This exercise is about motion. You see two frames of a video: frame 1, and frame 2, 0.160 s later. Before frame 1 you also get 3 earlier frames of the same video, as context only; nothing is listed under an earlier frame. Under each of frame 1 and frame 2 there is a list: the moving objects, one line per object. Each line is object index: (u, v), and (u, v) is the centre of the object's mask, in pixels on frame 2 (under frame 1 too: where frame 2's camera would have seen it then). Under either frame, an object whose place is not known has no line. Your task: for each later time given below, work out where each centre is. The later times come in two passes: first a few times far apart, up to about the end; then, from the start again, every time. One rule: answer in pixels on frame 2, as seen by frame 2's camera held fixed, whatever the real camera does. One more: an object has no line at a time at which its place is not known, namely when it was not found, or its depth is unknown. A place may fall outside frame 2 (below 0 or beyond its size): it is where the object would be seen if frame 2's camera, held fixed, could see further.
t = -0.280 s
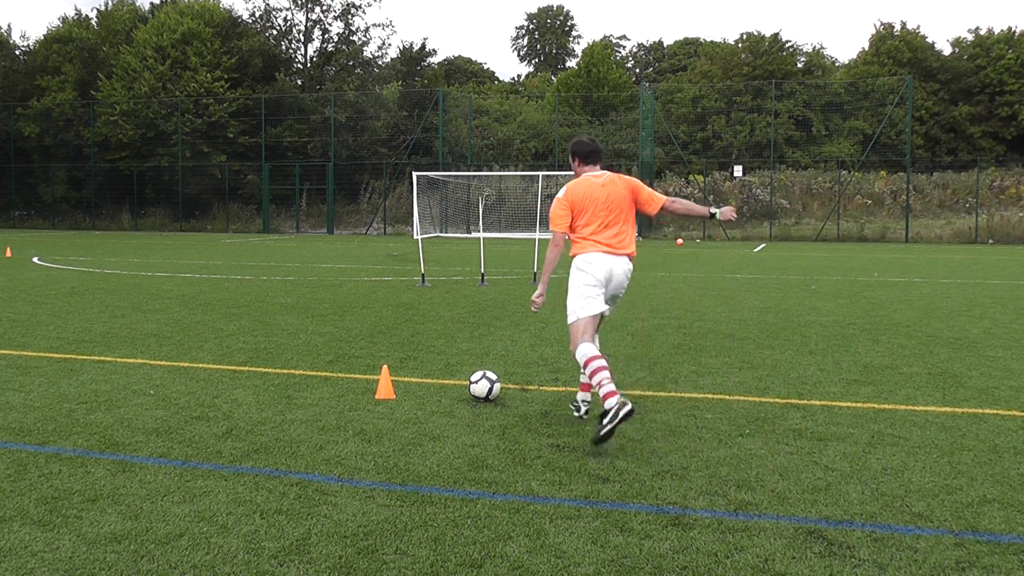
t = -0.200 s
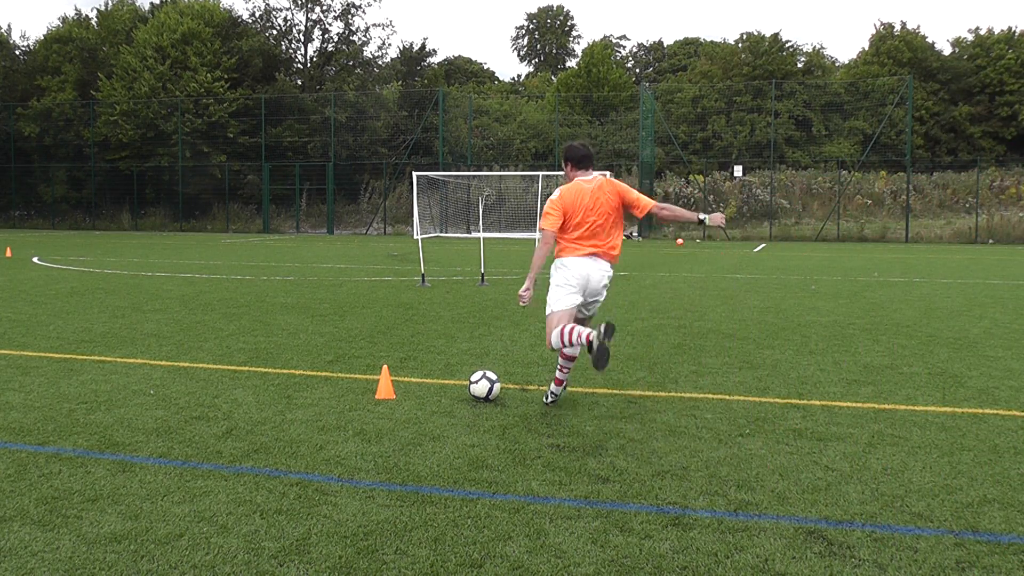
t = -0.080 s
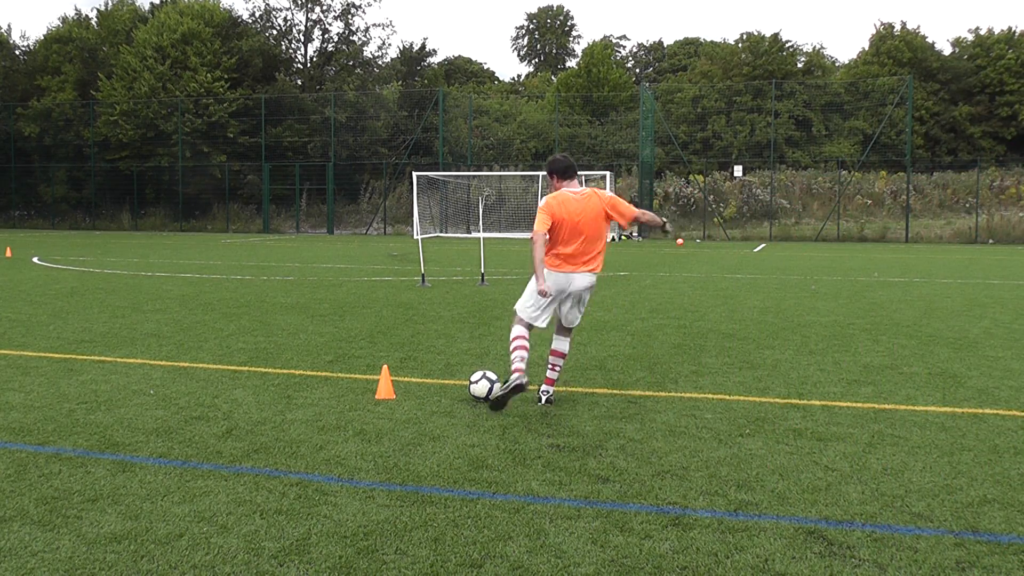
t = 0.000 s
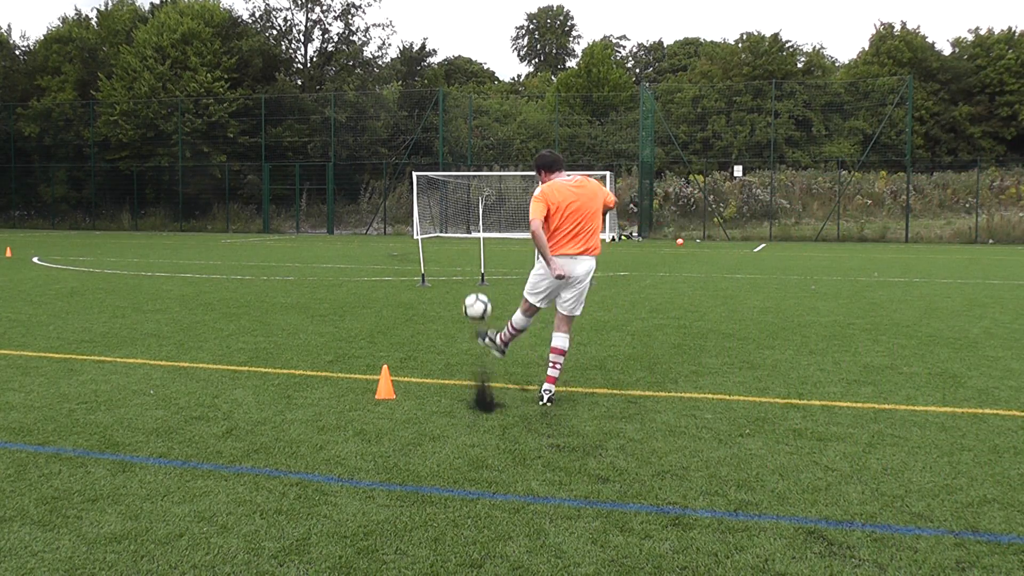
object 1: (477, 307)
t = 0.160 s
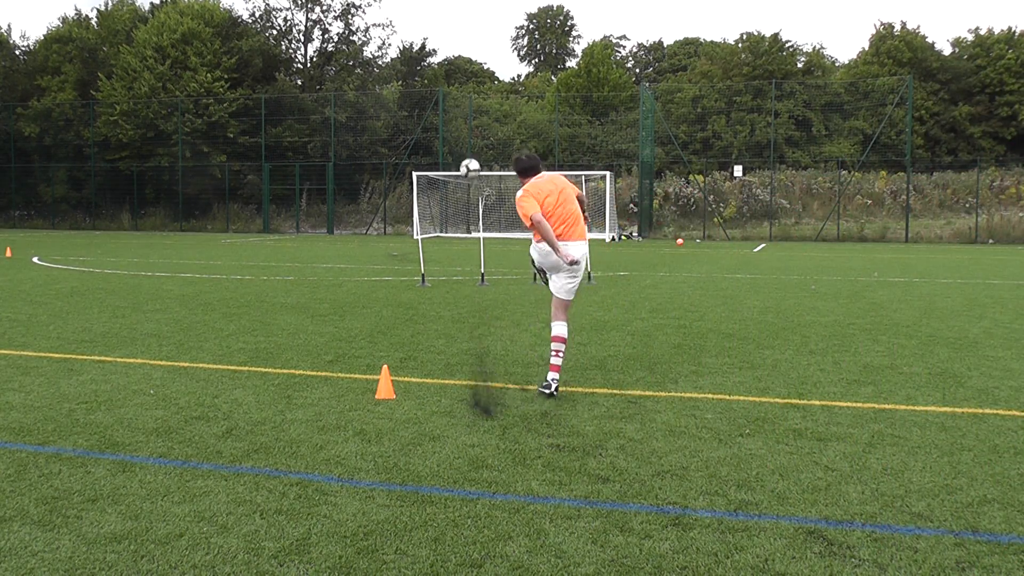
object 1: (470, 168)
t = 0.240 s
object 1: (471, 130)
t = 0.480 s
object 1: (480, 75)
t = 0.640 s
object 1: (489, 65)
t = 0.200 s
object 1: (471, 148)
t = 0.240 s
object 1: (471, 130)
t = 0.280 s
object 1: (471, 117)
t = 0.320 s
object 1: (473, 104)
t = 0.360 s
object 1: (475, 95)
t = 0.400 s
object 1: (476, 87)
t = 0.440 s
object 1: (478, 80)
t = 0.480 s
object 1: (480, 75)
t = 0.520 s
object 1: (483, 71)
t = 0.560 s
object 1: (484, 67)
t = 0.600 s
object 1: (485, 65)
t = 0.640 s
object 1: (489, 65)
